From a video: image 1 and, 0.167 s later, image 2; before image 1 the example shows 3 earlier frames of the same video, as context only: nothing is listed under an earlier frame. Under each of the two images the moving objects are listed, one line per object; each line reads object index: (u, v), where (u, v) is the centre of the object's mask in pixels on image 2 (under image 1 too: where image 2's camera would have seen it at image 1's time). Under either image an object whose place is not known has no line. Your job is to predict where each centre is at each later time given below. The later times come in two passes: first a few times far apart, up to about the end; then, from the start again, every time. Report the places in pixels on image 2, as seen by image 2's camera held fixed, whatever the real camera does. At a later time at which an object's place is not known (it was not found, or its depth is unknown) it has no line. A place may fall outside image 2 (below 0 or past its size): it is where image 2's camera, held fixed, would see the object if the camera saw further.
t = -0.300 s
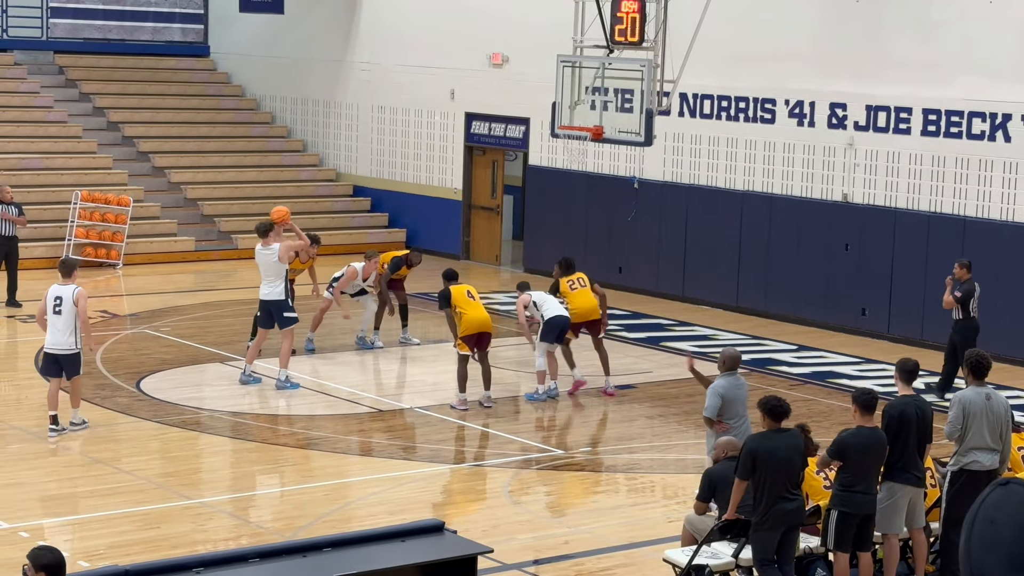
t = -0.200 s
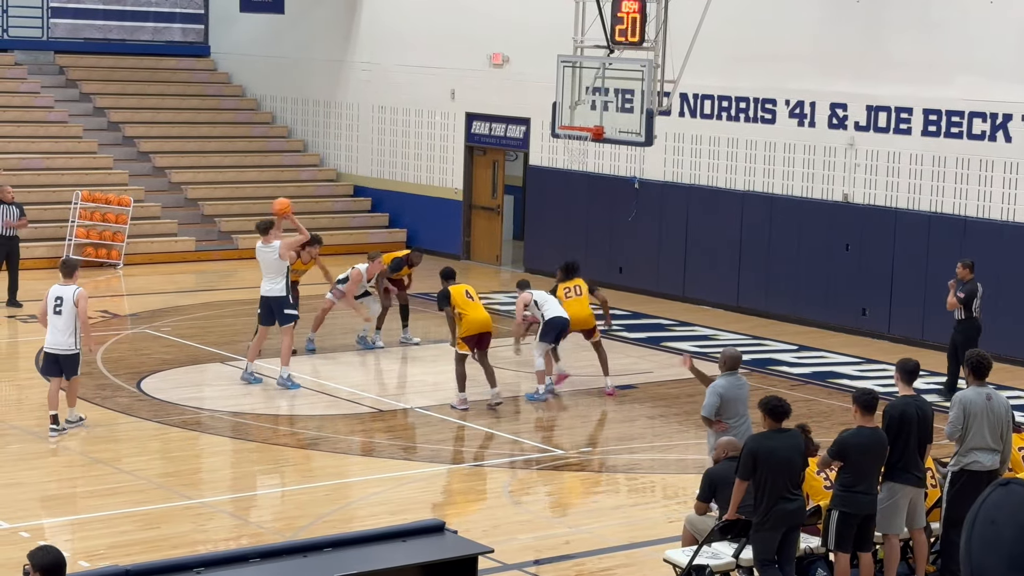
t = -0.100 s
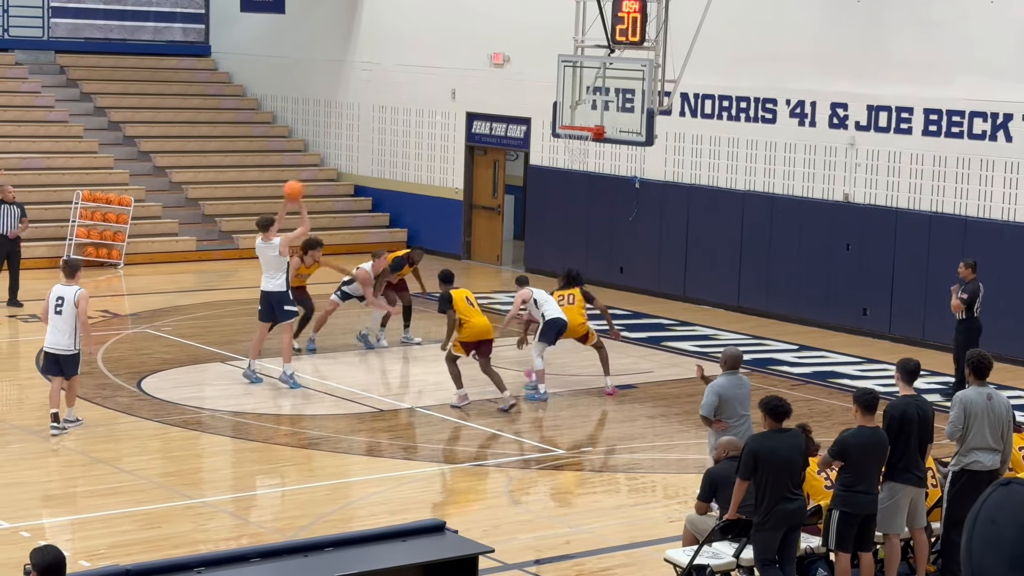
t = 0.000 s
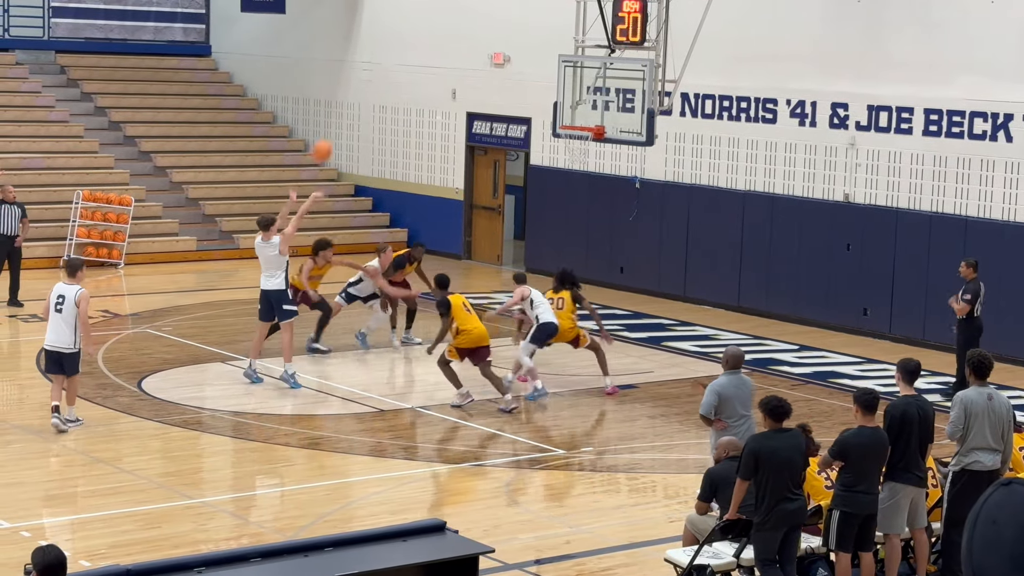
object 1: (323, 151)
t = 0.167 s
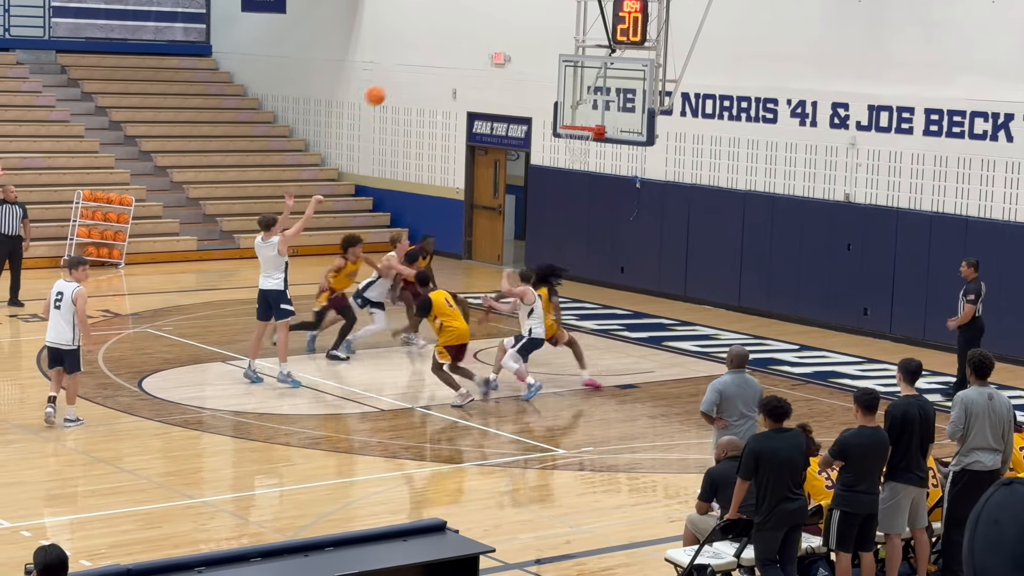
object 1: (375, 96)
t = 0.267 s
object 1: (406, 74)
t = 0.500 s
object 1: (472, 55)
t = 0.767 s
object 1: (543, 84)
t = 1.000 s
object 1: (581, 149)
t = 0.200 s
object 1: (386, 88)
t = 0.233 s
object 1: (396, 81)
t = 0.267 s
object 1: (406, 74)
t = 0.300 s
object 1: (415, 69)
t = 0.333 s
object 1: (425, 64)
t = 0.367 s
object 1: (435, 61)
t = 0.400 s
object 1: (444, 58)
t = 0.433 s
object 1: (454, 56)
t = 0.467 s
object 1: (463, 55)
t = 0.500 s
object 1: (472, 55)
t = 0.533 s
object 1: (482, 56)
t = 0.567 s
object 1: (491, 57)
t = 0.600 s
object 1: (500, 60)
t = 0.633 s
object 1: (509, 63)
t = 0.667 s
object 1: (517, 67)
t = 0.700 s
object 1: (526, 72)
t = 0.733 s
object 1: (534, 78)
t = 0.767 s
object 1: (543, 84)
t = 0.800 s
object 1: (551, 91)
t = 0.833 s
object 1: (559, 99)
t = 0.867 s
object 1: (568, 108)
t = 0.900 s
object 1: (575, 117)
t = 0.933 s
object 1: (584, 127)
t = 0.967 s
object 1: (585, 138)
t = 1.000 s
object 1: (581, 149)
